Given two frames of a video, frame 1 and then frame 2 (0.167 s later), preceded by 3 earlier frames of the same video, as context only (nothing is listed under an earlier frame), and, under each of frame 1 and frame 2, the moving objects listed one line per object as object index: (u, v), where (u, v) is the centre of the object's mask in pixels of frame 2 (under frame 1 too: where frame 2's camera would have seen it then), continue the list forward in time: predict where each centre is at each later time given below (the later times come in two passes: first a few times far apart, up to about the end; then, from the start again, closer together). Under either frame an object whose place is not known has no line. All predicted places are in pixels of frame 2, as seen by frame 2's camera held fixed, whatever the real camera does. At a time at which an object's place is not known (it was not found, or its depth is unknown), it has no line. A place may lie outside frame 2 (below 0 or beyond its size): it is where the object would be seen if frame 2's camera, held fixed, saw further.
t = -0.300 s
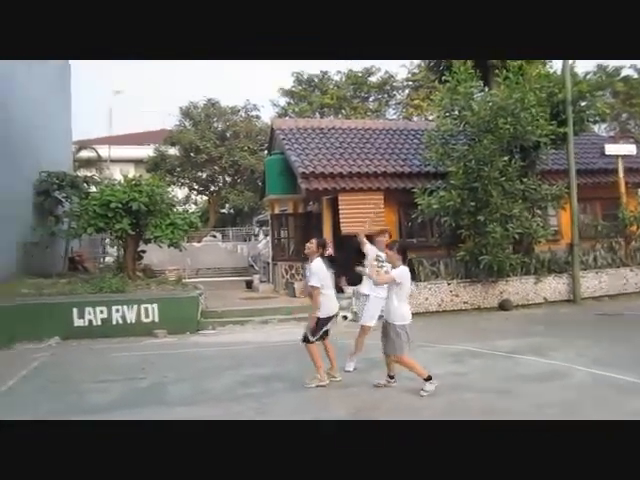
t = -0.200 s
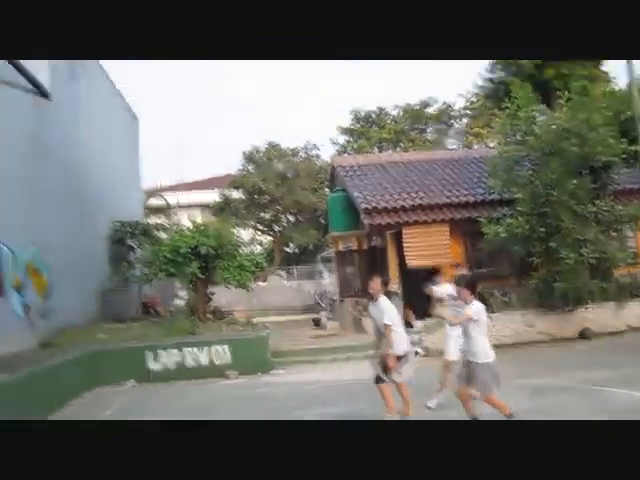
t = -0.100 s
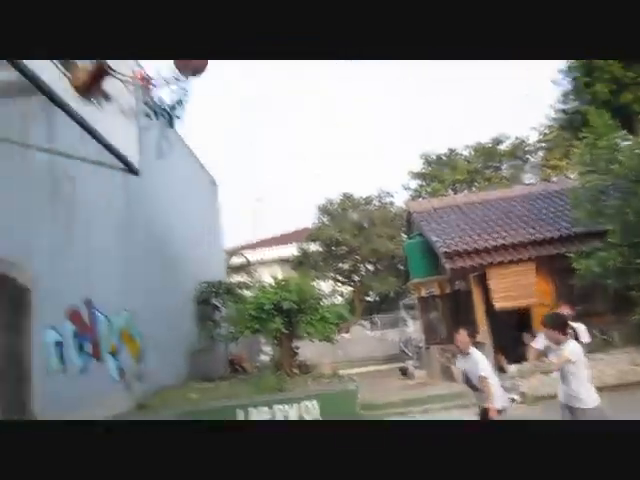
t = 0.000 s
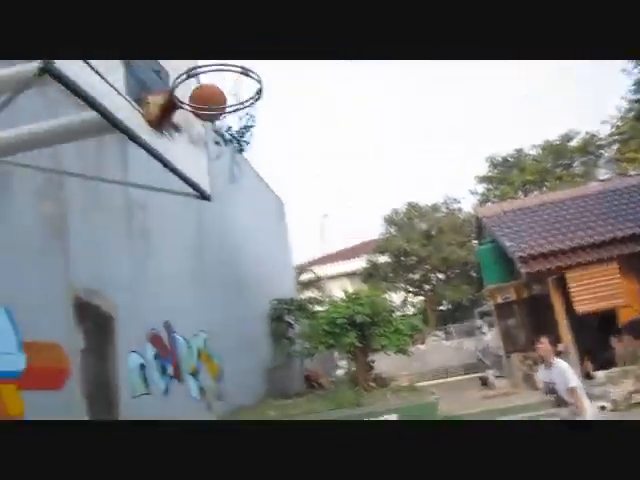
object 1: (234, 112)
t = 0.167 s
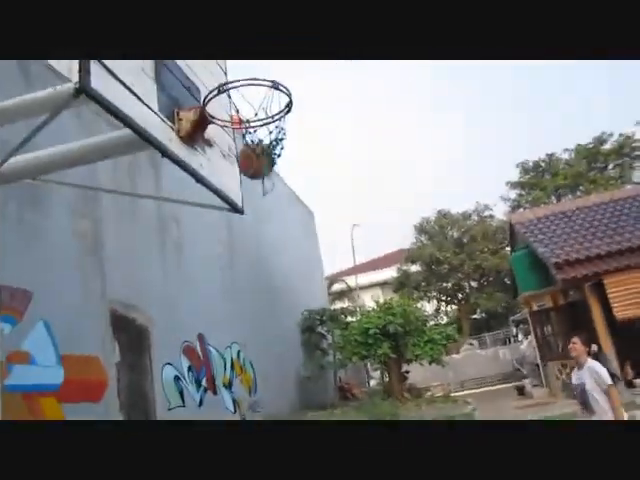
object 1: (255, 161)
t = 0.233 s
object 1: (269, 190)
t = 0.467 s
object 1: (314, 326)
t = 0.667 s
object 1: (358, 471)
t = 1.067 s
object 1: (372, 393)
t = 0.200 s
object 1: (262, 175)
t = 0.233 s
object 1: (269, 190)
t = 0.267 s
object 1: (276, 207)
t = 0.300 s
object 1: (283, 224)
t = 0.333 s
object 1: (289, 242)
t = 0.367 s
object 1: (295, 262)
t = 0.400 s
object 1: (301, 282)
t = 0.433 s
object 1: (308, 303)
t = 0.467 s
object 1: (314, 326)
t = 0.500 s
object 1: (321, 350)
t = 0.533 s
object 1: (329, 374)
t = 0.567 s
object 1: (336, 399)
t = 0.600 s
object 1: (344, 426)
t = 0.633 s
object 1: (352, 455)
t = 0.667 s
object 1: (358, 471)
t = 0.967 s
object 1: (374, 438)
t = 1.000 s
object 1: (373, 421)
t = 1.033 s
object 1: (372, 405)
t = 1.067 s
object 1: (372, 393)
